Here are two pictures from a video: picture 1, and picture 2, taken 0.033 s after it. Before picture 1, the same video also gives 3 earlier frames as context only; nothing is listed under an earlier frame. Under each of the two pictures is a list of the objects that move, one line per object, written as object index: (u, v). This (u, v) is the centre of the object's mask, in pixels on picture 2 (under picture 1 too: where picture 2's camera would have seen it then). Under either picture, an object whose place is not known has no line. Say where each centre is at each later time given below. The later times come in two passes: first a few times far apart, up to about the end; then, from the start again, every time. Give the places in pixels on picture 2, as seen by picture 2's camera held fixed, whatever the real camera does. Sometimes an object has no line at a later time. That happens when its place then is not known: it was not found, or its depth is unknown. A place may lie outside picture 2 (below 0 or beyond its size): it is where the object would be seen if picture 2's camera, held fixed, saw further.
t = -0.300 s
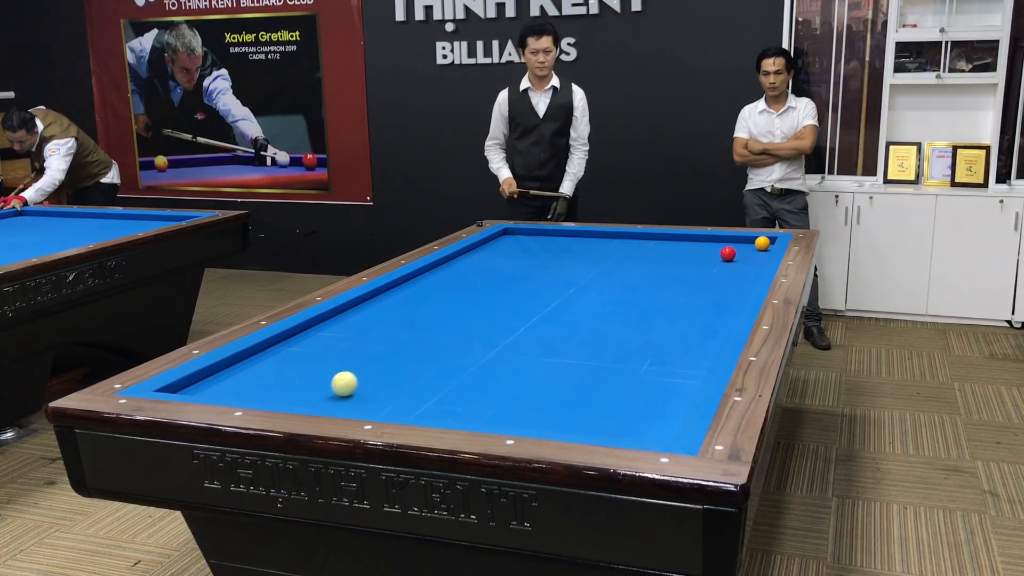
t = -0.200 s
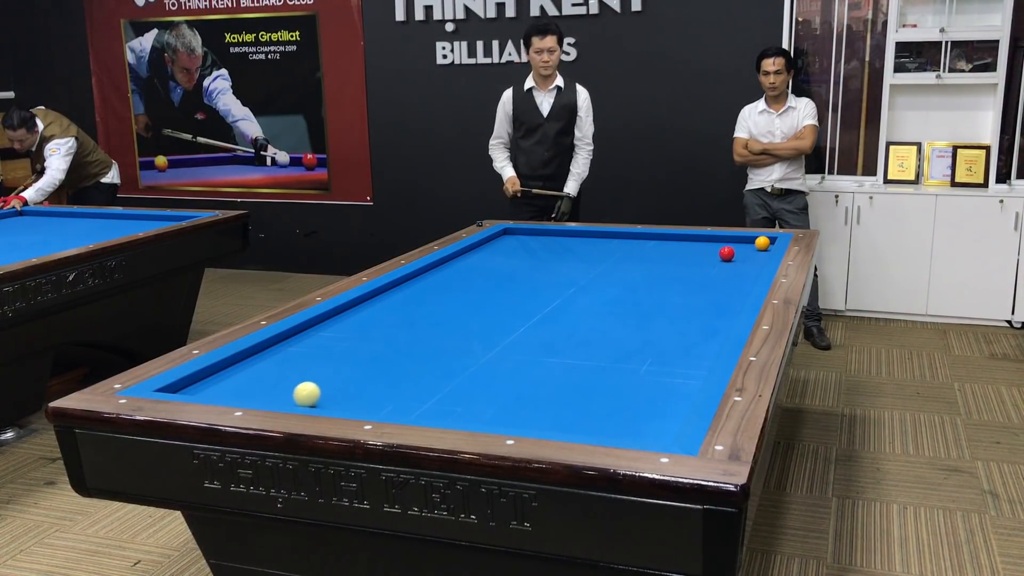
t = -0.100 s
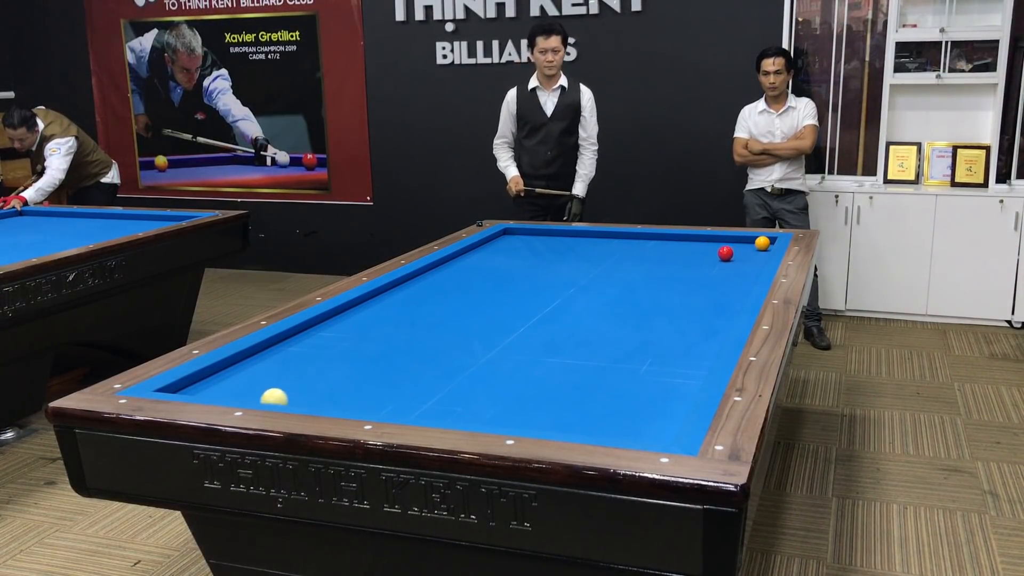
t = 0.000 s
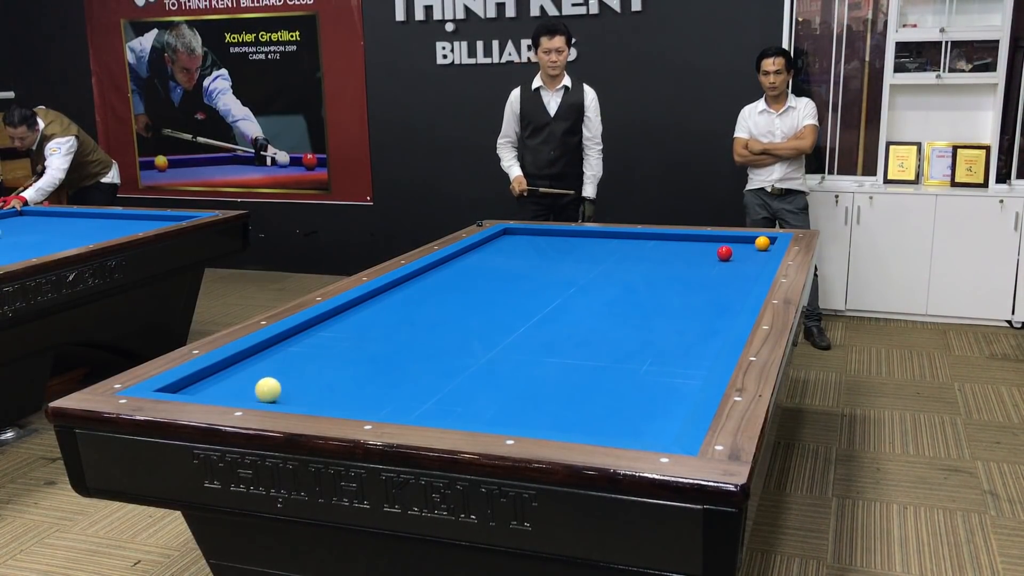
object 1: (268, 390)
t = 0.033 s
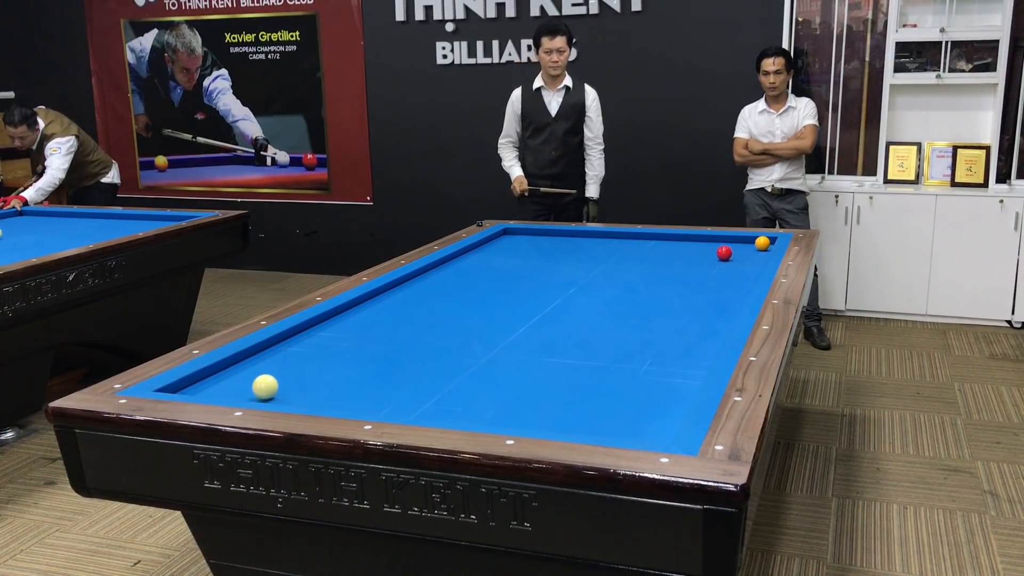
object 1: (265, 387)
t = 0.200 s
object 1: (251, 373)
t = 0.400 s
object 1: (241, 358)
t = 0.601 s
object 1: (286, 350)
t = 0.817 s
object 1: (329, 341)
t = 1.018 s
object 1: (366, 334)
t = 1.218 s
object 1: (401, 327)
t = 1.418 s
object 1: (433, 320)
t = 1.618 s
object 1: (463, 314)
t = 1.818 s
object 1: (491, 308)
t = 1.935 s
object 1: (507, 305)
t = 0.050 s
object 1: (263, 385)
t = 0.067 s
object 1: (262, 384)
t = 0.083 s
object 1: (261, 383)
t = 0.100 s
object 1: (259, 381)
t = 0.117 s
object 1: (258, 380)
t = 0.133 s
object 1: (257, 378)
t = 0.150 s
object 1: (255, 377)
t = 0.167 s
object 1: (254, 376)
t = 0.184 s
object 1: (252, 374)
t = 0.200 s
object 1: (251, 373)
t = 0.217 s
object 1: (250, 372)
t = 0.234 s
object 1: (249, 370)
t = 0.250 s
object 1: (247, 369)
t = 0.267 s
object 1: (246, 368)
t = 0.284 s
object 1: (245, 366)
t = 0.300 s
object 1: (244, 365)
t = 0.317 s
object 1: (242, 364)
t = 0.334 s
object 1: (241, 363)
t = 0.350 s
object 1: (240, 362)
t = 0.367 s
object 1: (239, 360)
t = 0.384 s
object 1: (238, 359)
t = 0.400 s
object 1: (241, 358)
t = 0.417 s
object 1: (246, 358)
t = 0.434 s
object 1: (250, 357)
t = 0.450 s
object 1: (254, 356)
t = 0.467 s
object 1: (258, 356)
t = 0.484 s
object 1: (261, 355)
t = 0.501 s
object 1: (265, 354)
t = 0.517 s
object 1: (268, 354)
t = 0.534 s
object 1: (272, 353)
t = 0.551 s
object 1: (275, 352)
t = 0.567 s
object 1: (279, 351)
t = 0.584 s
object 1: (283, 351)
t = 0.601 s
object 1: (286, 350)
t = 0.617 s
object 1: (289, 349)
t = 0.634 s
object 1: (293, 348)
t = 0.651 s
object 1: (296, 348)
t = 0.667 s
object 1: (300, 347)
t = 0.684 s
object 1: (303, 347)
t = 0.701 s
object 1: (306, 346)
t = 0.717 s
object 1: (310, 345)
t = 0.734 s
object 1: (313, 344)
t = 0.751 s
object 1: (316, 344)
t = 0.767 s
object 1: (320, 343)
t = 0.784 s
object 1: (323, 342)
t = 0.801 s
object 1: (326, 342)
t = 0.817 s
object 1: (329, 341)
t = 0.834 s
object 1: (333, 341)
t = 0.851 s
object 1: (336, 340)
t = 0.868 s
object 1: (339, 339)
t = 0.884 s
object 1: (342, 339)
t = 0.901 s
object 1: (345, 338)
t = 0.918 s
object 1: (348, 337)
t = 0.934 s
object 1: (351, 337)
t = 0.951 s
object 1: (354, 336)
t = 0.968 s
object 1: (357, 336)
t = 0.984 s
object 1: (360, 335)
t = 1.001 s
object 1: (363, 334)
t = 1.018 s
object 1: (366, 334)
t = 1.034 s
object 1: (369, 333)
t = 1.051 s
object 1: (372, 333)
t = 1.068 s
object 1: (375, 332)
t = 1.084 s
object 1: (378, 331)
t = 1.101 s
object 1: (381, 331)
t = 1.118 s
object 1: (384, 330)
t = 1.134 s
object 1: (387, 329)
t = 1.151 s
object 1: (389, 329)
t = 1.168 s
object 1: (392, 328)
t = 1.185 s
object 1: (395, 328)
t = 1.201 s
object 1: (398, 327)
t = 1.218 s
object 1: (401, 327)
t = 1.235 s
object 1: (403, 326)
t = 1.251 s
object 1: (406, 325)
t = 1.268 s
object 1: (409, 325)
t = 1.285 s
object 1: (411, 324)
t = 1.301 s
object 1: (414, 324)
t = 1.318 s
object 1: (417, 323)
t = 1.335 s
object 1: (420, 323)
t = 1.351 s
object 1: (422, 322)
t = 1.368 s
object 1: (425, 322)
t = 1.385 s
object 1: (428, 321)
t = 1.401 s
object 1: (430, 320)
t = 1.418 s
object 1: (433, 320)
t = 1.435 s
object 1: (435, 319)
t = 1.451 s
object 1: (438, 319)
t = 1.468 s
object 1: (441, 318)
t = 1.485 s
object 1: (443, 318)
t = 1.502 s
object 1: (445, 317)
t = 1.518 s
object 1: (448, 317)
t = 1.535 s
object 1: (451, 316)
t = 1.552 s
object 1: (453, 316)
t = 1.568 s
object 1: (455, 315)
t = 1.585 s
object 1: (458, 315)
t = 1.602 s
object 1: (460, 314)
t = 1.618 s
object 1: (463, 314)
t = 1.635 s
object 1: (465, 313)
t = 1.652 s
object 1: (468, 313)
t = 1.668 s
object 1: (470, 312)
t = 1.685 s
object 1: (472, 312)
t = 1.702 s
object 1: (475, 312)
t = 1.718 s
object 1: (477, 311)
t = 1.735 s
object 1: (479, 311)
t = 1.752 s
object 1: (482, 310)
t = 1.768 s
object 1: (484, 309)
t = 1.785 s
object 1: (486, 309)
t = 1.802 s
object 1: (489, 309)
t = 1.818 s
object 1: (491, 308)
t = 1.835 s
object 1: (493, 308)
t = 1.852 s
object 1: (496, 307)
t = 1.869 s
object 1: (498, 307)
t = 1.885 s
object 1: (500, 306)
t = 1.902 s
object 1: (502, 306)
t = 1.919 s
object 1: (504, 305)
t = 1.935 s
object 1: (507, 305)
